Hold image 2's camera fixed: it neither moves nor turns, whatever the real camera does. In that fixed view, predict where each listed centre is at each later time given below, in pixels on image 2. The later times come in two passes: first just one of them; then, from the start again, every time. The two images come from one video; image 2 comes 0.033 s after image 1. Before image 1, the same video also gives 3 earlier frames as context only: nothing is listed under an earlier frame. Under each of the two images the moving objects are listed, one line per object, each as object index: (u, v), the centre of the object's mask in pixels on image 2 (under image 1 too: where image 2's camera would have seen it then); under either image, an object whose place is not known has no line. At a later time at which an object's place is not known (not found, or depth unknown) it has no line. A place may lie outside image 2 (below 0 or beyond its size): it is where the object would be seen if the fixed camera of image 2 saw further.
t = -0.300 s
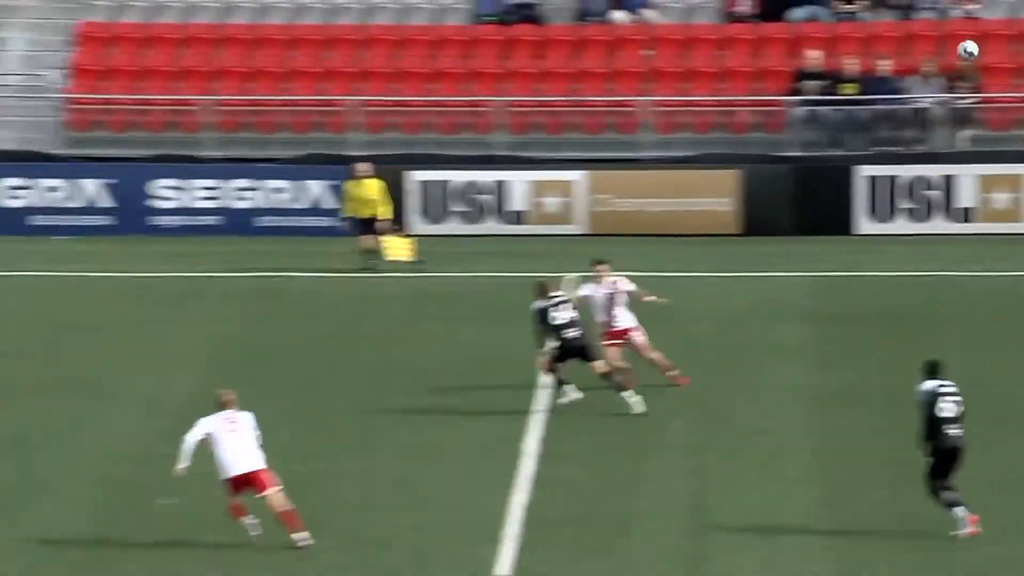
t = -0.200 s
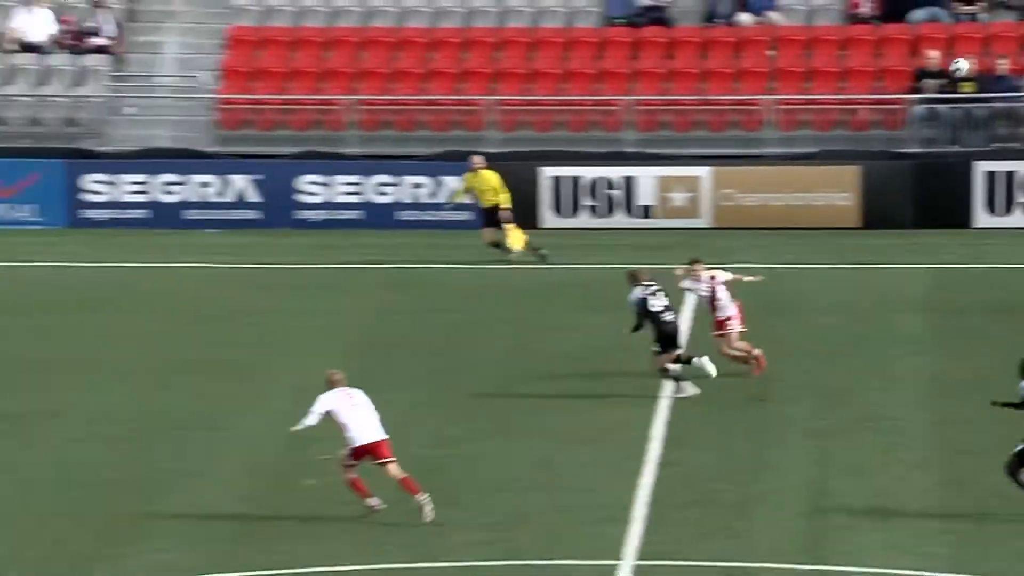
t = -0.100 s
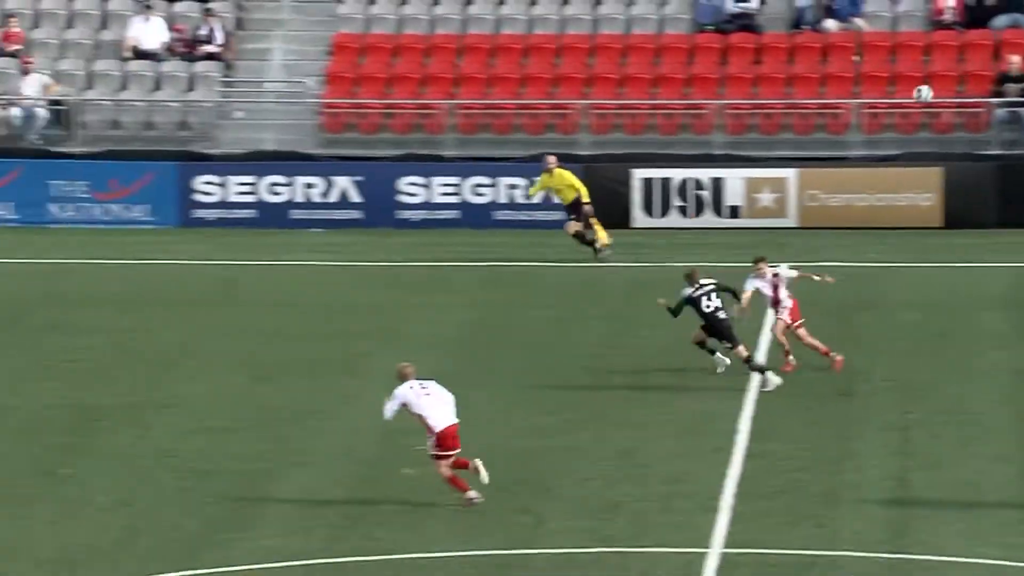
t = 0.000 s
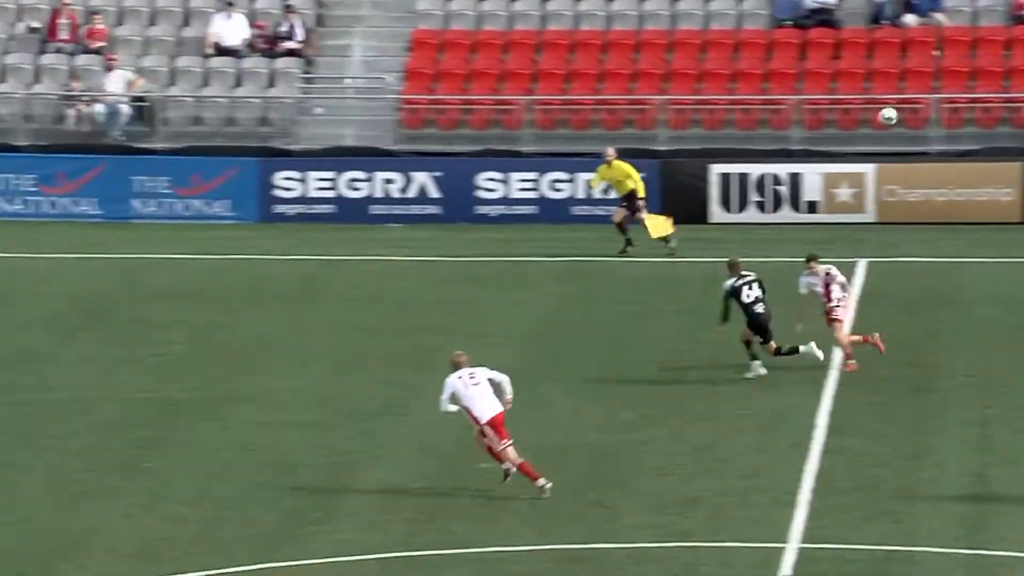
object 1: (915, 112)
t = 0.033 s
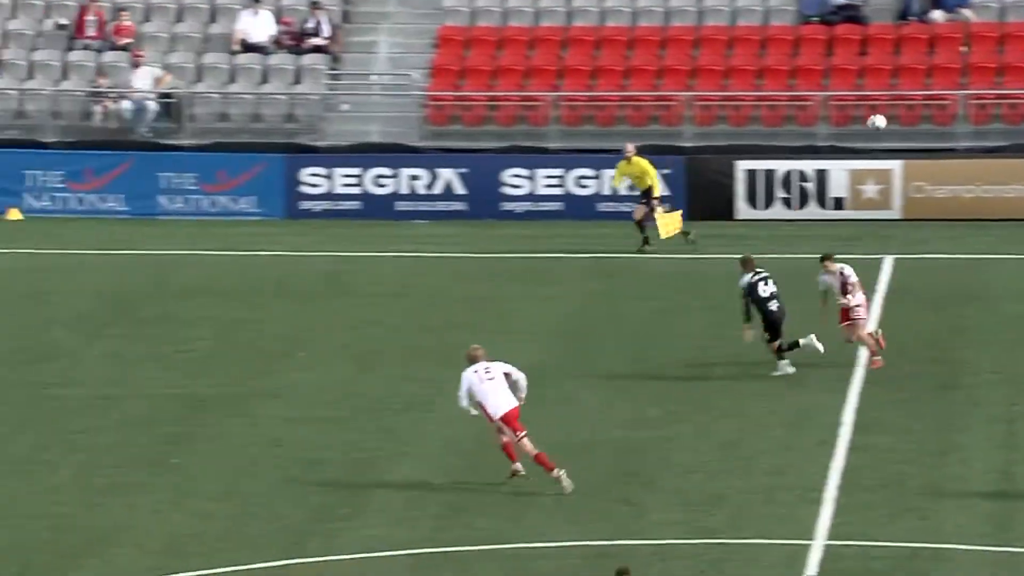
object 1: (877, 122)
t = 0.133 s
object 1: (765, 156)
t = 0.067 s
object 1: (839, 133)
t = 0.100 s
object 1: (802, 145)
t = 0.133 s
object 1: (765, 156)
